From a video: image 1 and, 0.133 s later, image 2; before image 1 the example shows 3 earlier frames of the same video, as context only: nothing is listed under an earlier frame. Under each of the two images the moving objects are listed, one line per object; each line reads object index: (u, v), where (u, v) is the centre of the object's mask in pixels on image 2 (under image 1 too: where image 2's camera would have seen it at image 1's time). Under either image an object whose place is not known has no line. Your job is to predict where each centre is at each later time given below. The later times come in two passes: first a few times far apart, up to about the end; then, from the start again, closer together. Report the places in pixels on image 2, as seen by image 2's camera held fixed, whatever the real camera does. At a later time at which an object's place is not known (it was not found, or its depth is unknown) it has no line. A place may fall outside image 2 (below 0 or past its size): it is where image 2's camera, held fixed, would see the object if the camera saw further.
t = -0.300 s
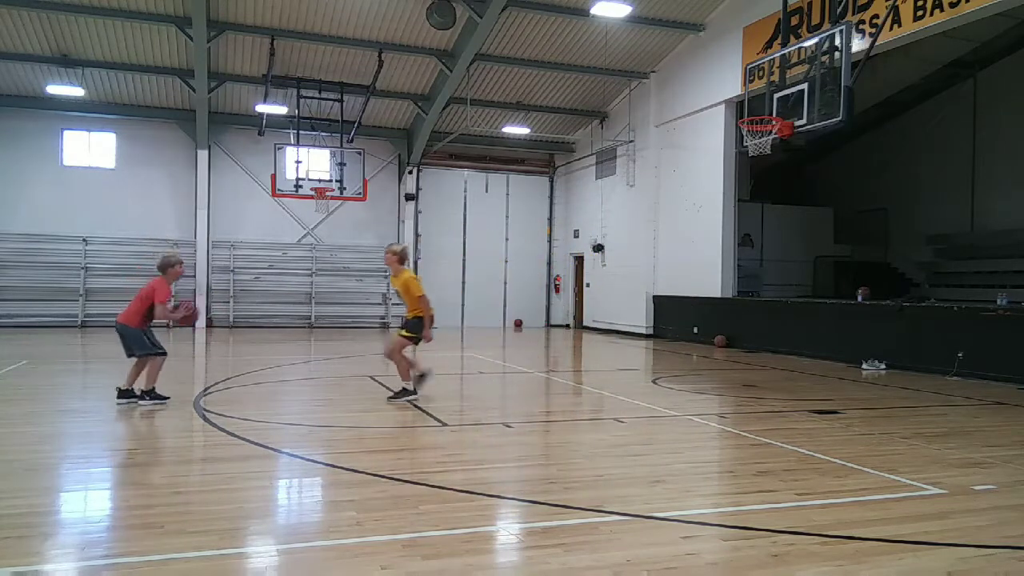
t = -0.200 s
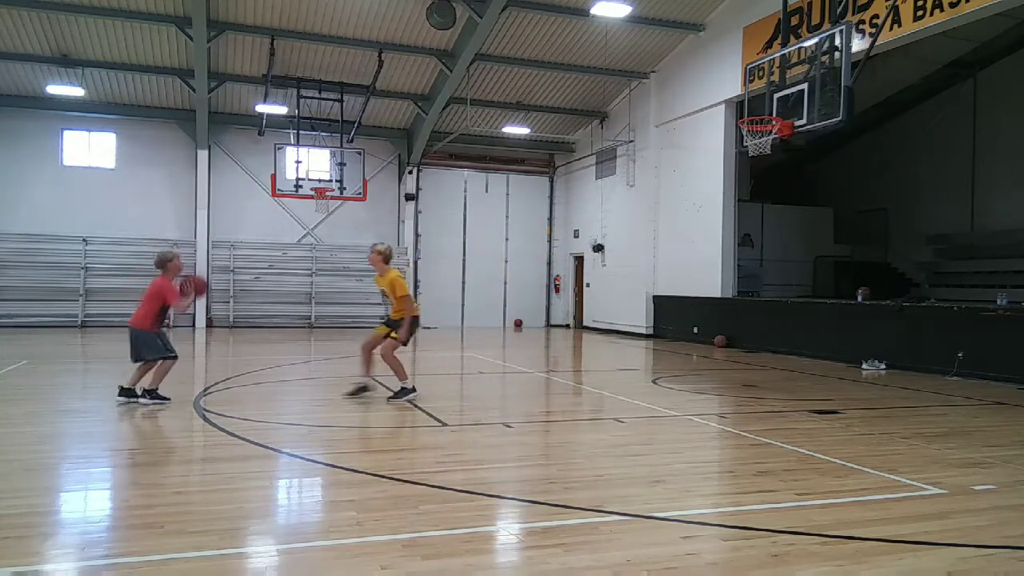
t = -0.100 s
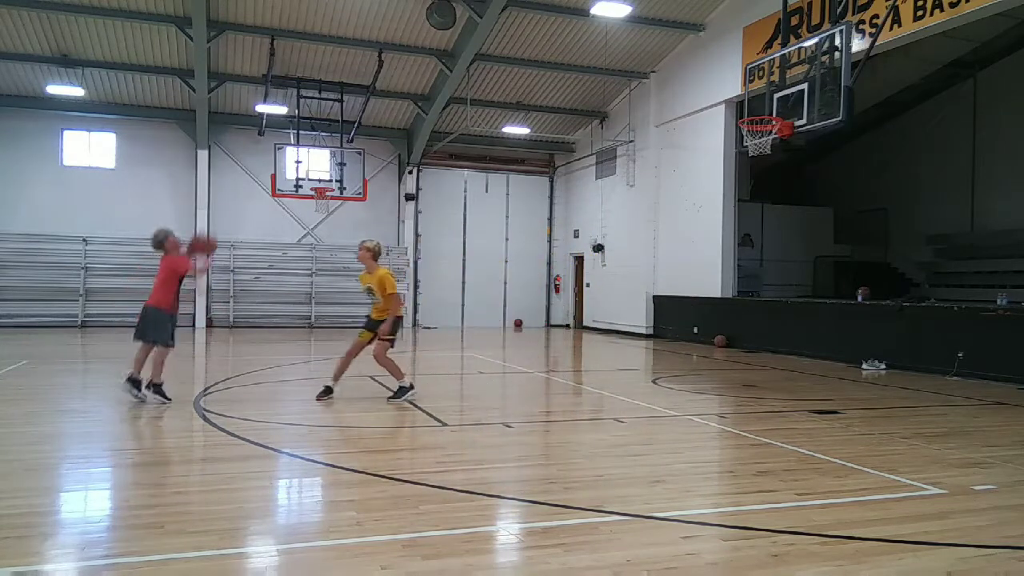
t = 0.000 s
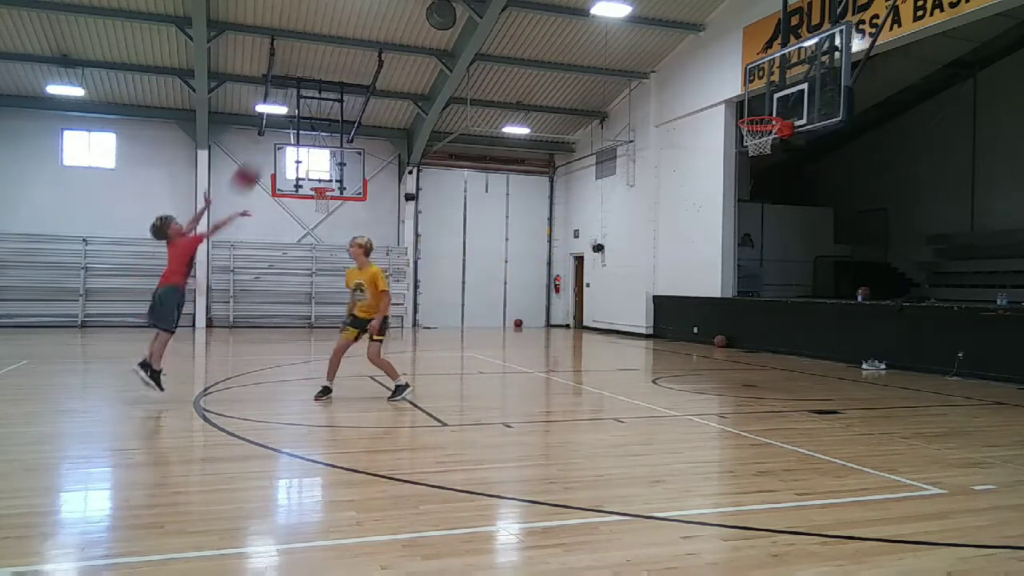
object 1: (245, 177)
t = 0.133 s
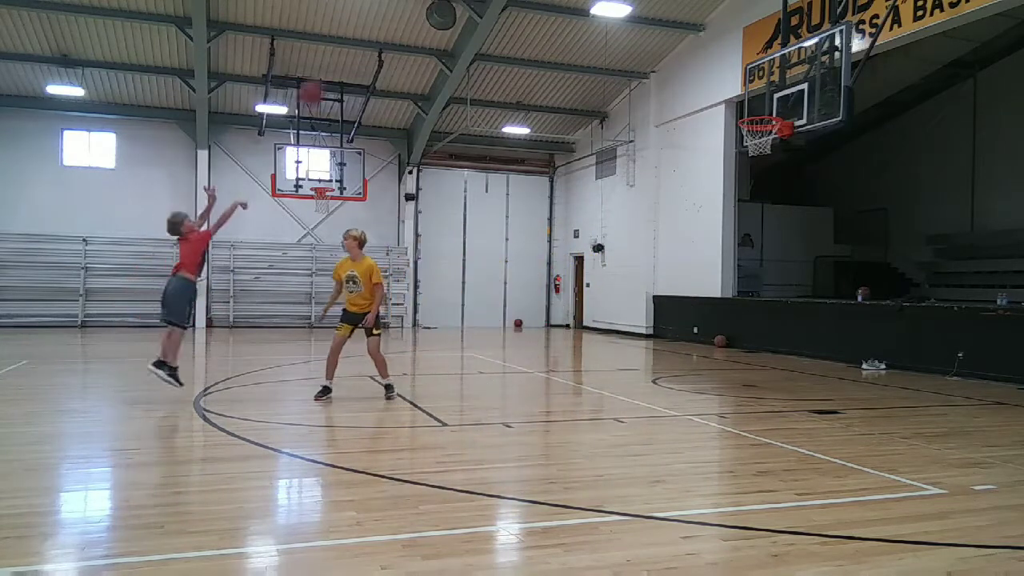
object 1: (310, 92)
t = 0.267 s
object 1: (373, 34)
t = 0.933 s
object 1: (632, 6)
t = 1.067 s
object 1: (673, 45)
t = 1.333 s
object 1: (739, 162)
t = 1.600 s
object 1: (770, 319)
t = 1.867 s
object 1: (777, 296)
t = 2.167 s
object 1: (771, 226)
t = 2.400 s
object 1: (767, 218)
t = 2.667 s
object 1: (760, 266)
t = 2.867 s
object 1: (754, 335)
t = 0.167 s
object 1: (328, 76)
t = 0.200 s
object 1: (343, 62)
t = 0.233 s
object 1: (358, 48)
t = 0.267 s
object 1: (373, 34)
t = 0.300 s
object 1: (387, 22)
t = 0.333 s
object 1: (400, 10)
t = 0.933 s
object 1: (632, 6)
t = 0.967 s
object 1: (641, 12)
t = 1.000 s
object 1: (652, 22)
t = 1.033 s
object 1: (663, 32)
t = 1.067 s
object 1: (673, 45)
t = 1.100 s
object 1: (683, 57)
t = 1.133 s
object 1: (693, 69)
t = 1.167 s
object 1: (702, 82)
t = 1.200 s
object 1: (712, 97)
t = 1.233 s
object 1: (722, 113)
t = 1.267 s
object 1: (731, 130)
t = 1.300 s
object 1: (735, 145)
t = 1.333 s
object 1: (739, 162)
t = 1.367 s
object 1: (744, 179)
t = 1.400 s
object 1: (747, 194)
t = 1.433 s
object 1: (750, 214)
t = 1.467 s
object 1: (754, 232)
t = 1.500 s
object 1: (758, 254)
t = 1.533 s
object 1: (761, 274)
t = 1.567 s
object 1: (765, 296)
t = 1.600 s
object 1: (770, 319)
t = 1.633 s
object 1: (773, 341)
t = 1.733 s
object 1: (778, 348)
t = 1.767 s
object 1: (778, 334)
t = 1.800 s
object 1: (778, 321)
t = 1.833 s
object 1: (777, 308)
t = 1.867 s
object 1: (777, 296)
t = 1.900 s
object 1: (776, 284)
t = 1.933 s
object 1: (775, 273)
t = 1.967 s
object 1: (775, 265)
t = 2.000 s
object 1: (775, 255)
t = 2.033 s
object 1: (774, 247)
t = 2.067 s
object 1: (774, 241)
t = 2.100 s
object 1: (772, 235)
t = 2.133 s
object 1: (771, 230)
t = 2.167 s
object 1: (771, 226)
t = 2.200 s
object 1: (770, 222)
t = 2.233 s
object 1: (770, 220)
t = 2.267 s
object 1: (769, 218)
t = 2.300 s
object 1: (768, 218)
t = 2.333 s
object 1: (768, 217)
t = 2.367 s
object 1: (767, 217)
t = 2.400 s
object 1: (767, 218)
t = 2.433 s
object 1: (765, 222)
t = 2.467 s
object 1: (765, 226)
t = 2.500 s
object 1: (764, 230)
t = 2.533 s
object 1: (764, 235)
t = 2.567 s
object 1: (762, 241)
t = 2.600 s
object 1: (763, 248)
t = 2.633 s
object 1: (761, 257)
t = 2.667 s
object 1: (760, 266)
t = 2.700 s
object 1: (759, 275)
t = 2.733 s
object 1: (759, 286)
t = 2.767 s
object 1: (757, 297)
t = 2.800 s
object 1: (756, 309)
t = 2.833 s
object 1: (755, 321)
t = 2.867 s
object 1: (754, 335)
